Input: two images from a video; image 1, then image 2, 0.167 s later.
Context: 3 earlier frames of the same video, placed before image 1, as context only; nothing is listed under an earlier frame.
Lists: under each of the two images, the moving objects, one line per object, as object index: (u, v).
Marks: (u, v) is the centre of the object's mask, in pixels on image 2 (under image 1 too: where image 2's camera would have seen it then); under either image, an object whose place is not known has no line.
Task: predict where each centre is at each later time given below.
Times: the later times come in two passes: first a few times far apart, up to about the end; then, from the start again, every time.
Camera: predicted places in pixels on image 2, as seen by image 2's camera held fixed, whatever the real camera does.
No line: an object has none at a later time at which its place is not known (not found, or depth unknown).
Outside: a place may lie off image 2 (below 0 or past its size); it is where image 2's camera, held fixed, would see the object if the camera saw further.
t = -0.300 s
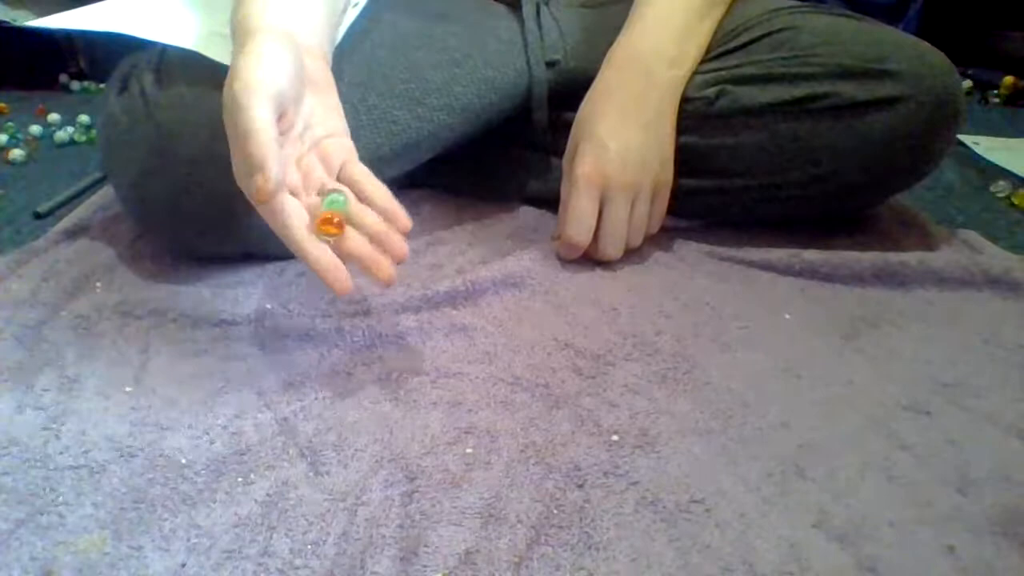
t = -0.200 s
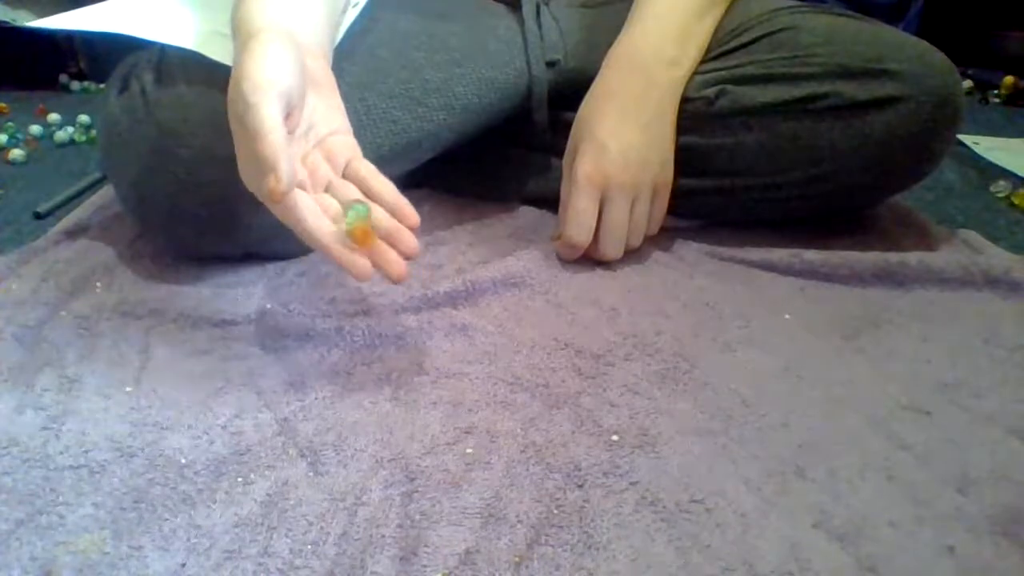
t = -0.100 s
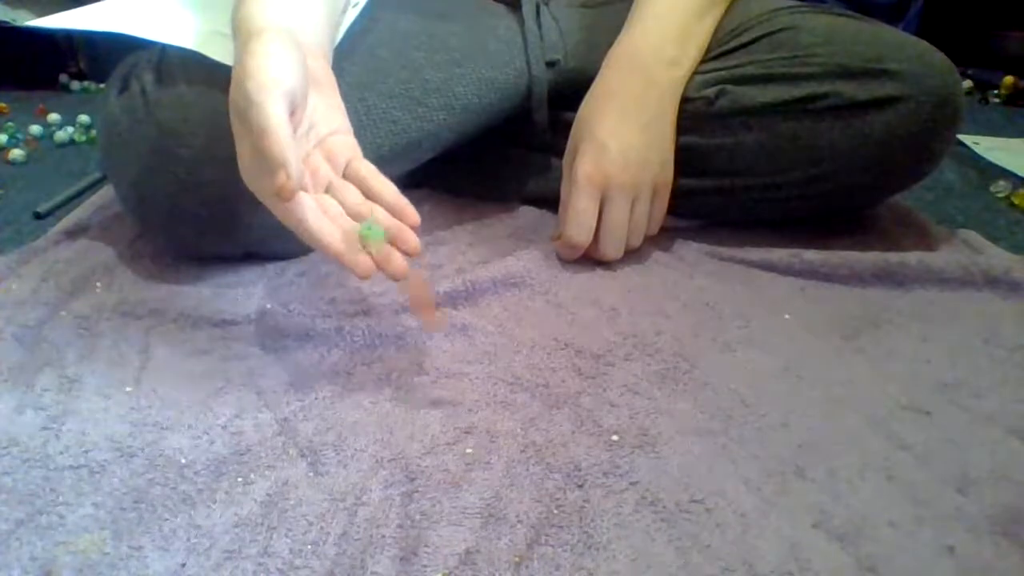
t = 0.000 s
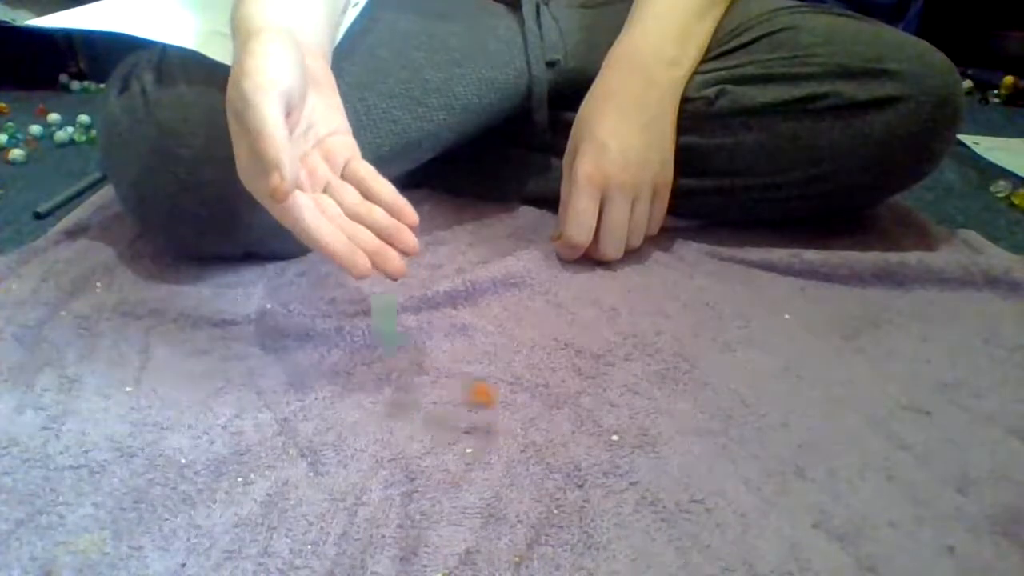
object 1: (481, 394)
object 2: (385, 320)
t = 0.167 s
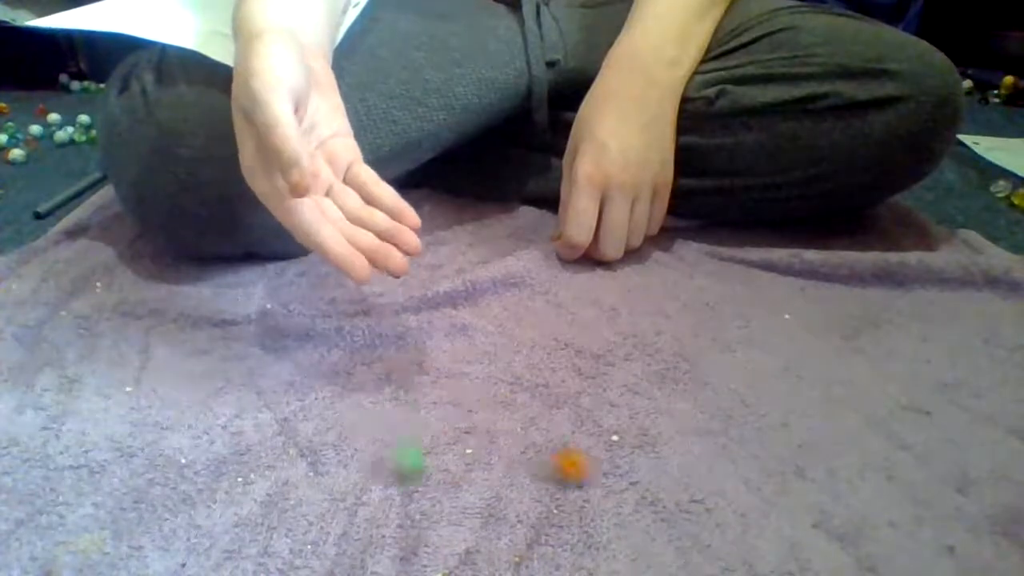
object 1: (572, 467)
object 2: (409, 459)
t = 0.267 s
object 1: (609, 484)
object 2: (423, 510)
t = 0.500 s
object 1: (636, 490)
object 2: (432, 549)
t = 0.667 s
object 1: (636, 490)
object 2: (433, 545)
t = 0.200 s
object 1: (585, 474)
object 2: (419, 483)
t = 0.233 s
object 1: (597, 479)
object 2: (419, 495)
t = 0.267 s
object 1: (609, 484)
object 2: (423, 510)
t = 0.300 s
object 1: (619, 487)
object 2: (426, 524)
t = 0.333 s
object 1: (625, 488)
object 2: (427, 534)
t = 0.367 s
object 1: (630, 490)
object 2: (428, 542)
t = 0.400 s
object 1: (634, 490)
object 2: (428, 547)
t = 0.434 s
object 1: (636, 490)
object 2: (430, 549)
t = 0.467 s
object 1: (636, 490)
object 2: (432, 550)
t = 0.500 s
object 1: (636, 490)
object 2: (432, 549)
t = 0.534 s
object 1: (636, 490)
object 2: (433, 546)
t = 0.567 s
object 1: (636, 490)
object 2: (433, 545)
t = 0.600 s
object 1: (636, 490)
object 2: (433, 545)
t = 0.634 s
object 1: (636, 490)
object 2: (433, 545)
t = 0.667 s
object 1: (636, 490)
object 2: (433, 545)
